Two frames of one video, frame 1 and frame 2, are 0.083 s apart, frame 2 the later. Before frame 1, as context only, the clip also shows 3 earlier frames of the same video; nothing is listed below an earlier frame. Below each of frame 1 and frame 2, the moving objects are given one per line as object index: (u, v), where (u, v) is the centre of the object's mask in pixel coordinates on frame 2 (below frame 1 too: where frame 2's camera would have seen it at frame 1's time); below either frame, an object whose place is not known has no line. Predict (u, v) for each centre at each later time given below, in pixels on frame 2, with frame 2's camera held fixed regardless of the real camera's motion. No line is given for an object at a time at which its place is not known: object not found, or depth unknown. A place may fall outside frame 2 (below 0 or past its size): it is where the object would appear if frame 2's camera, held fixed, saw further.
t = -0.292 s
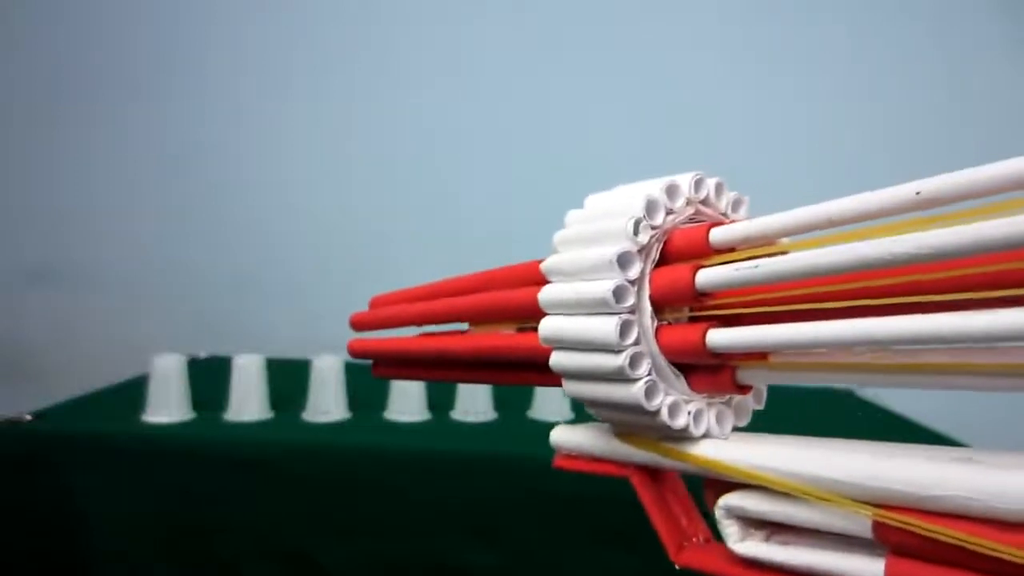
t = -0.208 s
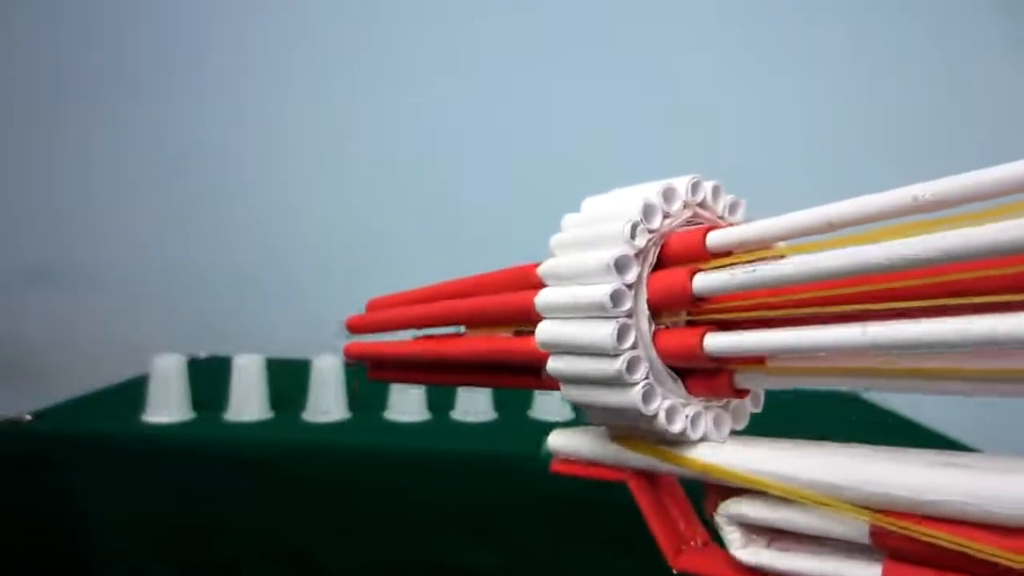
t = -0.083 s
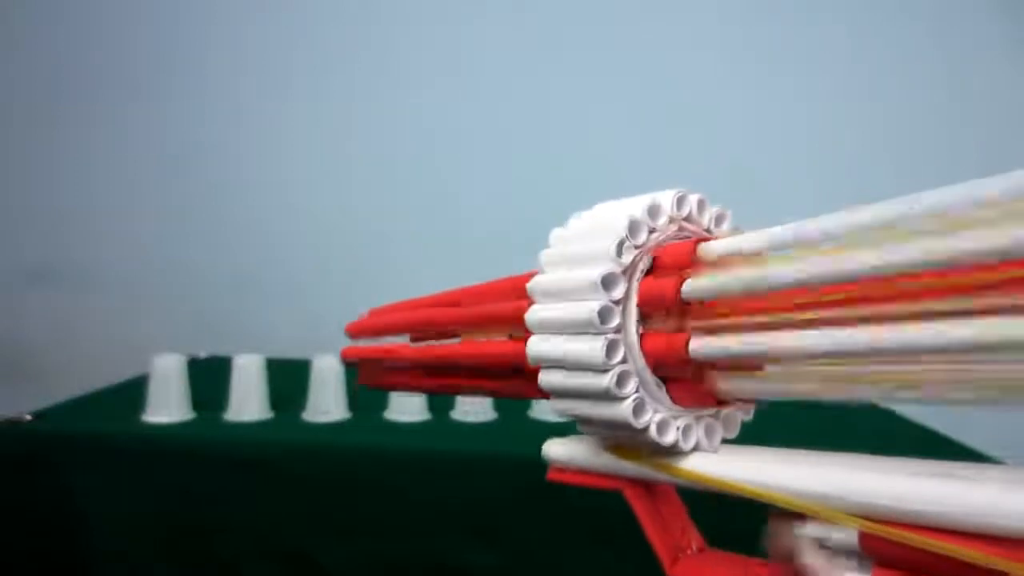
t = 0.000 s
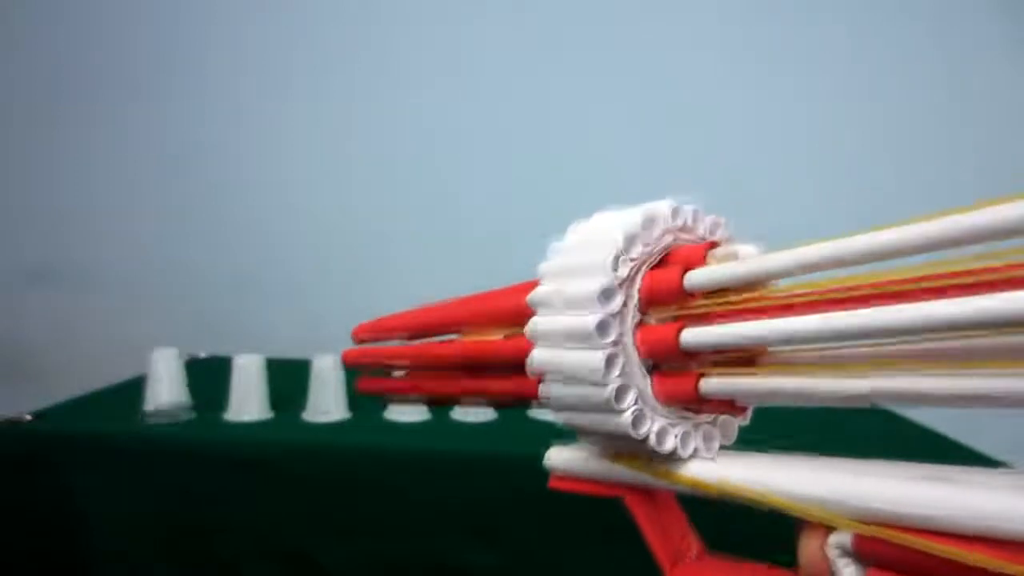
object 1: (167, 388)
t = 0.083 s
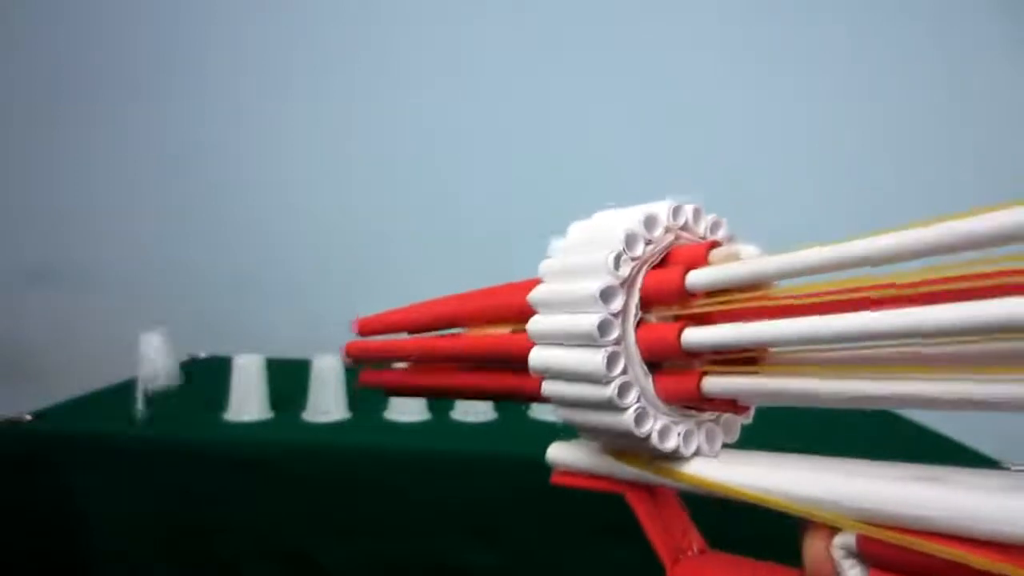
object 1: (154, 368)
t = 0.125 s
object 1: (151, 366)
